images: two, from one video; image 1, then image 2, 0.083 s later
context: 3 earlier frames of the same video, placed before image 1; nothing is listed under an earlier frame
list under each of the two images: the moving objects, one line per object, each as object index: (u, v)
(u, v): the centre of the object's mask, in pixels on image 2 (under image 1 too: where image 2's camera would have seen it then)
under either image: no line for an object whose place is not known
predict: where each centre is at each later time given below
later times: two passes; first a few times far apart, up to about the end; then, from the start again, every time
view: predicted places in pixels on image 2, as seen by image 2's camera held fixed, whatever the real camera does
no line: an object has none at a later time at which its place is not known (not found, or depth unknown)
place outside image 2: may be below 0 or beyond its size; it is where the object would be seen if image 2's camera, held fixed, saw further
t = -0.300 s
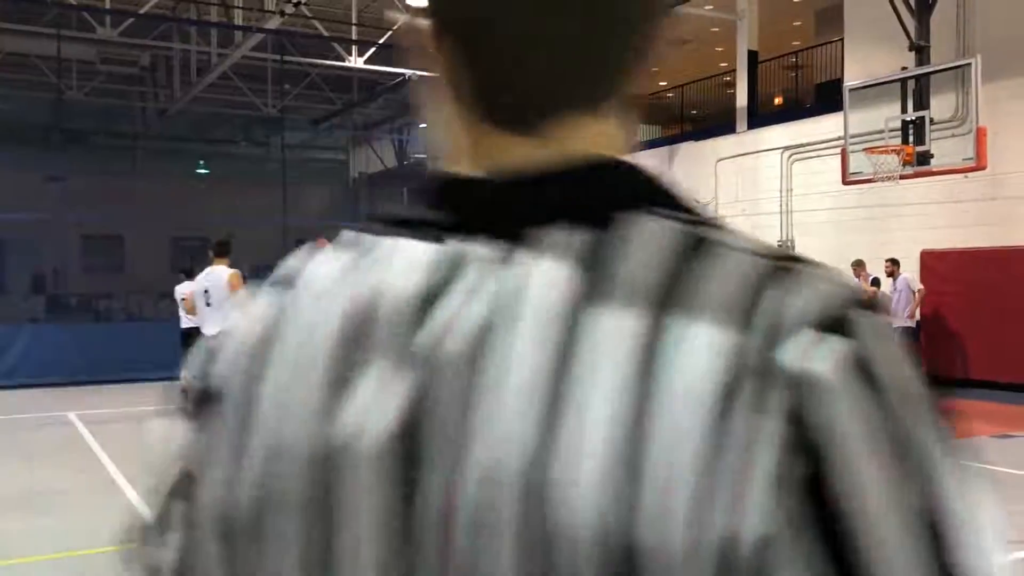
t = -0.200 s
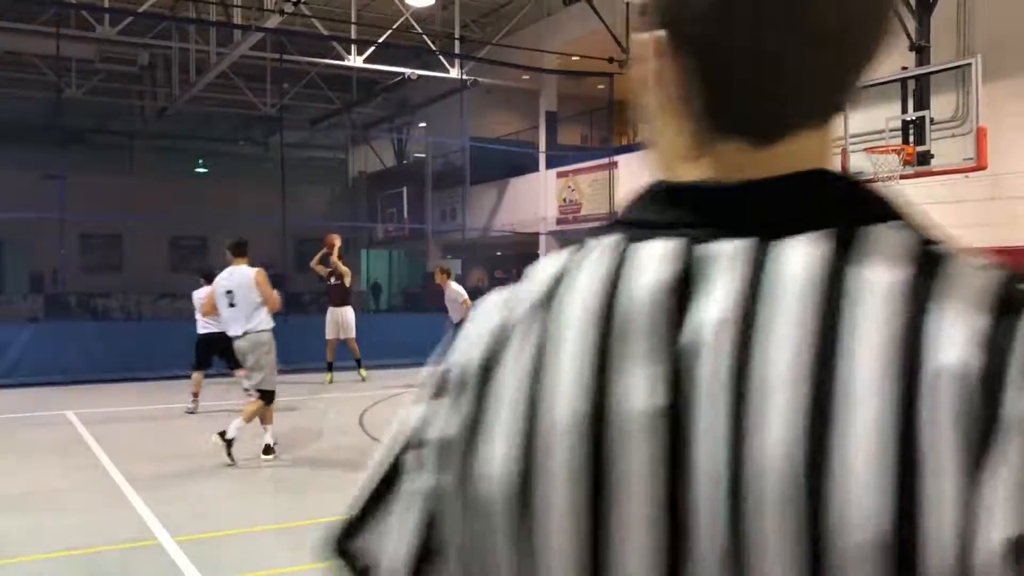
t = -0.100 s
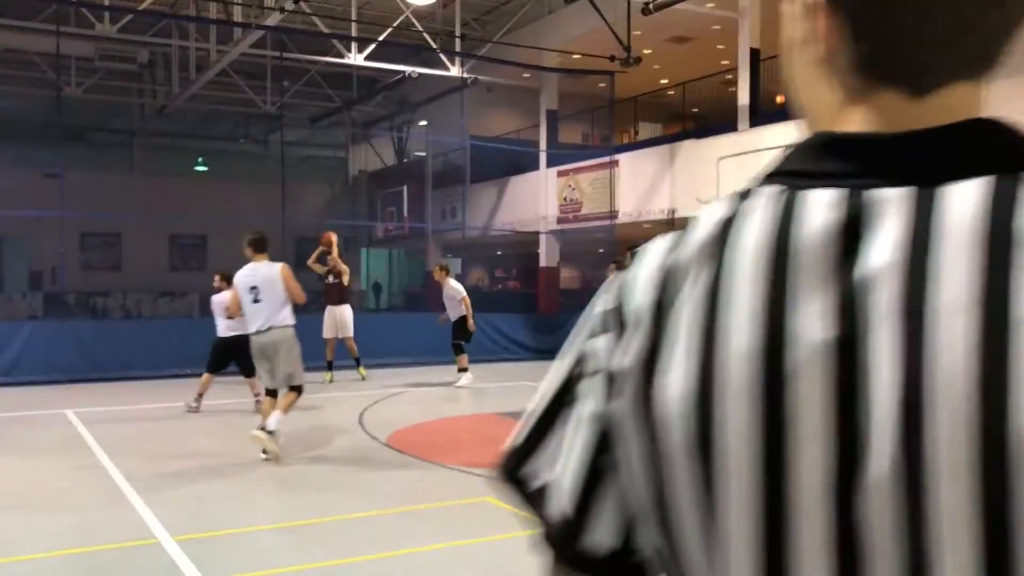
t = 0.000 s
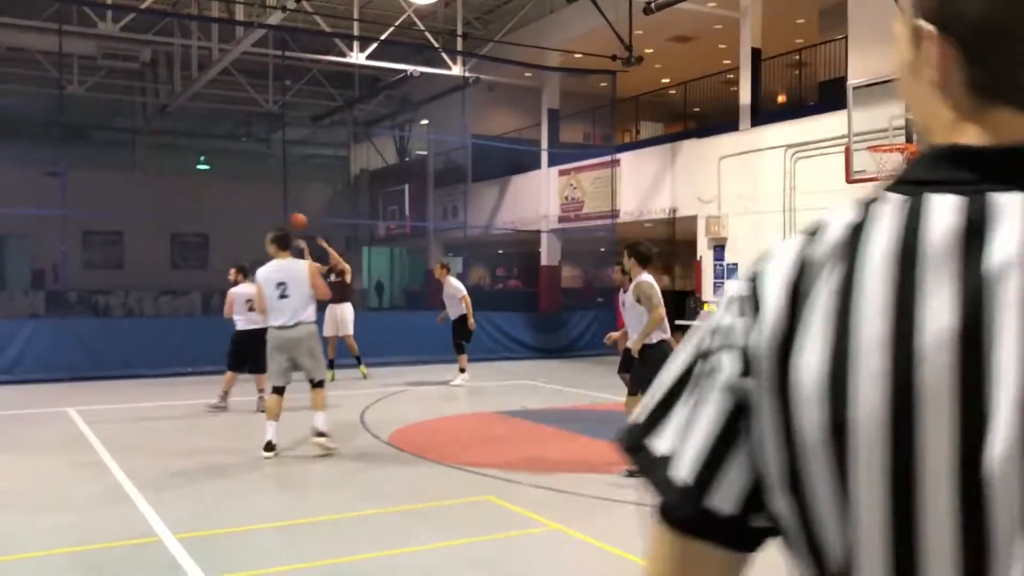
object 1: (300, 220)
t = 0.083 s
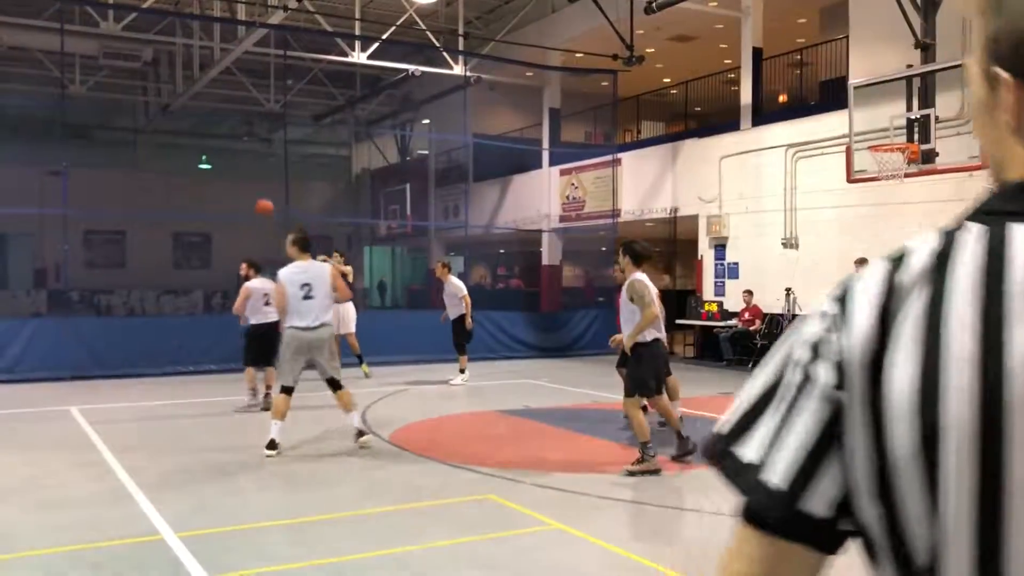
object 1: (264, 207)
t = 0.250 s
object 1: (186, 195)
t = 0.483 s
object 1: (62, 212)
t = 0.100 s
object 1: (258, 205)
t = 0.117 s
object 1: (249, 203)
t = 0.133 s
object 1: (241, 201)
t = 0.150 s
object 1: (234, 200)
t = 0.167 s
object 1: (225, 198)
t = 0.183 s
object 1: (218, 197)
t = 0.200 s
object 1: (210, 197)
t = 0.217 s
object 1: (202, 196)
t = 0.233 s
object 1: (194, 196)
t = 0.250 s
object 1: (186, 195)
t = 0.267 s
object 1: (177, 195)
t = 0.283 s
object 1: (169, 195)
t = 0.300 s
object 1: (161, 195)
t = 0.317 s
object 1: (153, 195)
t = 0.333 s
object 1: (144, 196)
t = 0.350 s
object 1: (135, 197)
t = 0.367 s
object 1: (126, 197)
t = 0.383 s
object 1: (117, 198)
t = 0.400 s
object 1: (108, 200)
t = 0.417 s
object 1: (99, 201)
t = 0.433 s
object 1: (90, 204)
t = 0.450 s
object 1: (81, 207)
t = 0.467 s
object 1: (71, 210)
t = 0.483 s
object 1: (62, 212)
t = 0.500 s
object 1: (52, 216)
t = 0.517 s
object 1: (42, 219)
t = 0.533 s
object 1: (31, 223)
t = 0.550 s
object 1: (21, 228)
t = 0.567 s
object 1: (11, 231)
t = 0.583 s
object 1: (1, 236)
